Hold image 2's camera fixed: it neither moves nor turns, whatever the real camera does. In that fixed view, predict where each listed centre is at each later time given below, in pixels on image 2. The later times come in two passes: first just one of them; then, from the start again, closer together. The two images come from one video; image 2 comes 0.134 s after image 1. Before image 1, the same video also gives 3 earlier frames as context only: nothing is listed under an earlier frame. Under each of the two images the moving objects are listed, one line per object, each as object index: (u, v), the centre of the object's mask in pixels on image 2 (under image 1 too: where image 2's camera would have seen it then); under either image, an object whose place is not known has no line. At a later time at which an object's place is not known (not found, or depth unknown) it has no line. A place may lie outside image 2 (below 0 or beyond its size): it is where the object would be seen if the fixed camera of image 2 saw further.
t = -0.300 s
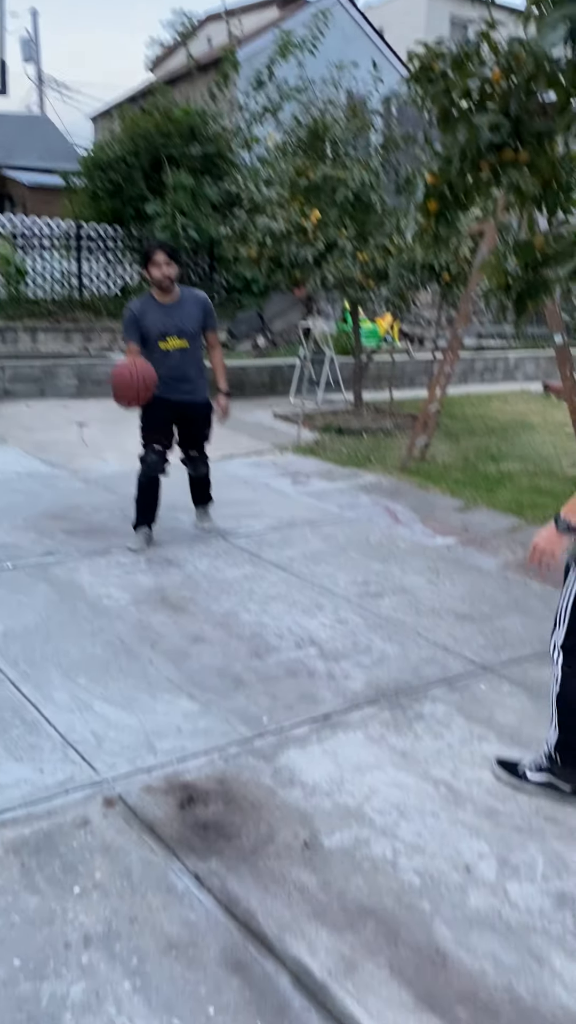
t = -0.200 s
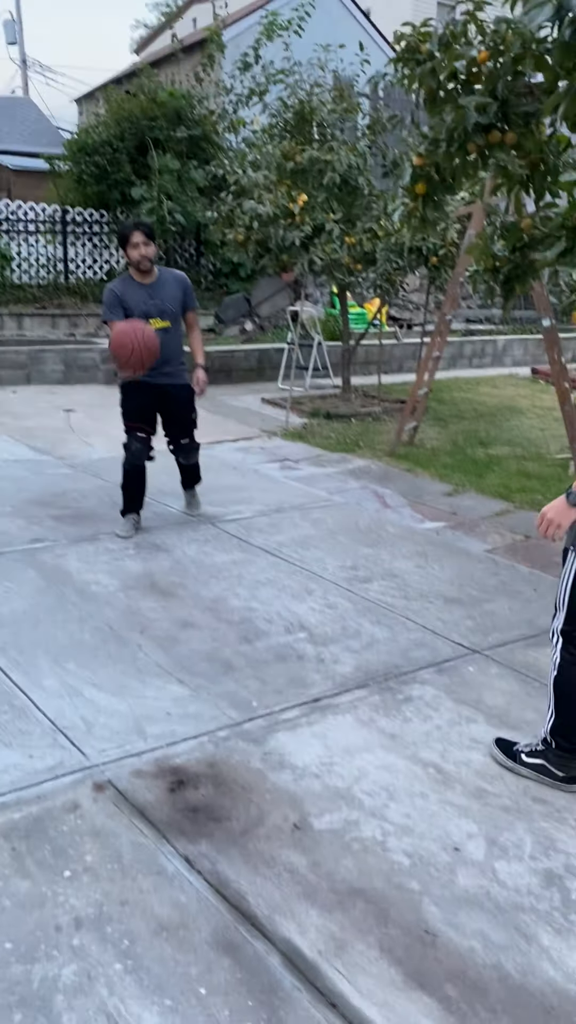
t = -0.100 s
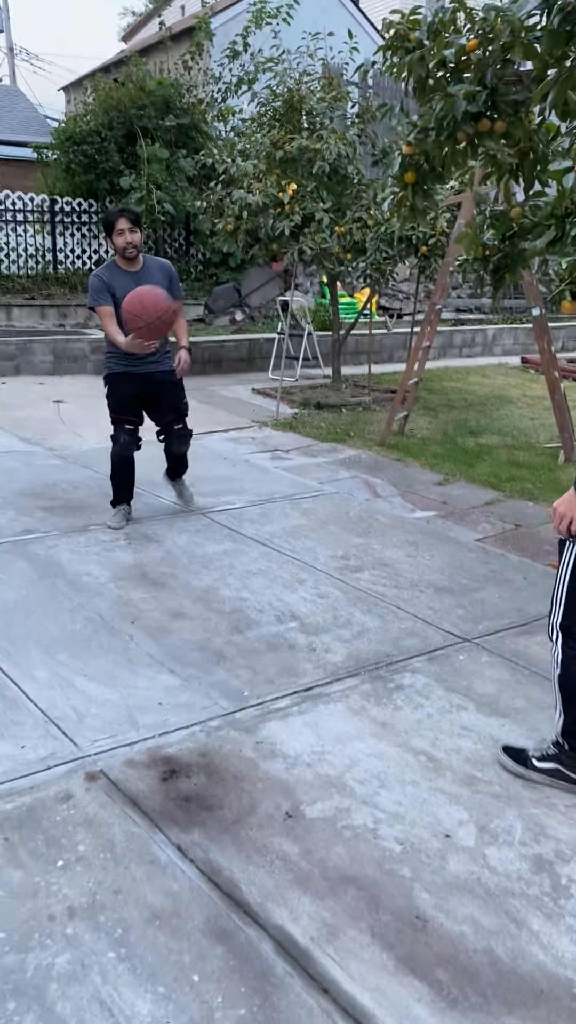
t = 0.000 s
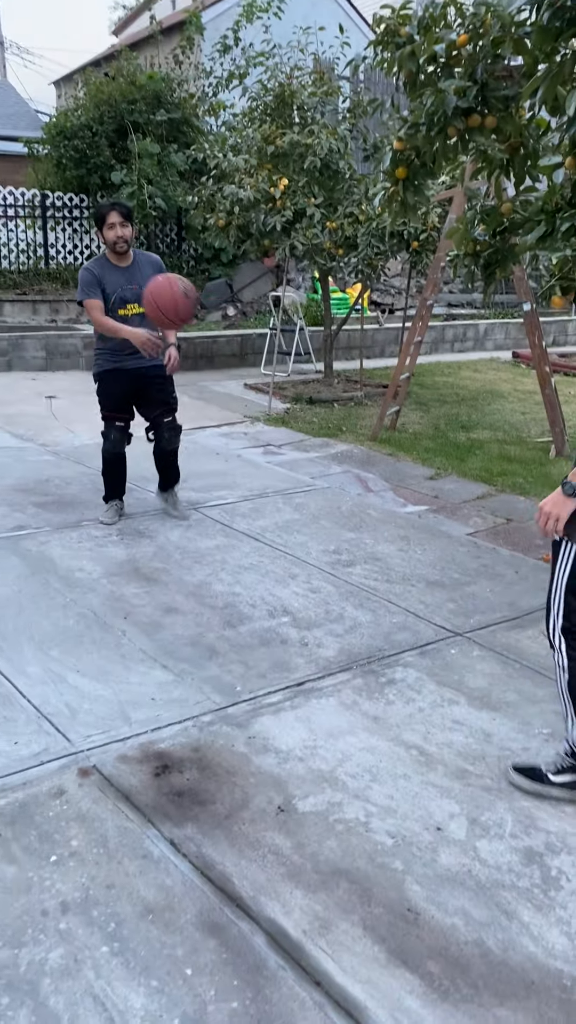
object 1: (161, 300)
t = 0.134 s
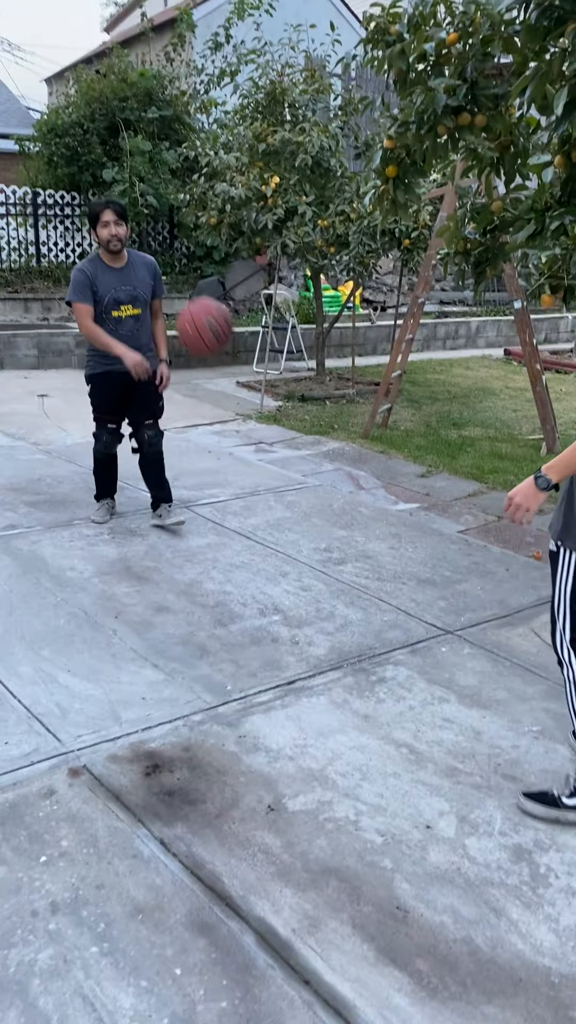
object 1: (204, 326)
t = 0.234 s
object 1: (237, 374)
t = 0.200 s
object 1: (226, 356)
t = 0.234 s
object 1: (237, 374)
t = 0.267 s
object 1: (249, 398)
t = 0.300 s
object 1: (263, 421)
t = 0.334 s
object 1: (274, 449)
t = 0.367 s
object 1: (287, 479)
